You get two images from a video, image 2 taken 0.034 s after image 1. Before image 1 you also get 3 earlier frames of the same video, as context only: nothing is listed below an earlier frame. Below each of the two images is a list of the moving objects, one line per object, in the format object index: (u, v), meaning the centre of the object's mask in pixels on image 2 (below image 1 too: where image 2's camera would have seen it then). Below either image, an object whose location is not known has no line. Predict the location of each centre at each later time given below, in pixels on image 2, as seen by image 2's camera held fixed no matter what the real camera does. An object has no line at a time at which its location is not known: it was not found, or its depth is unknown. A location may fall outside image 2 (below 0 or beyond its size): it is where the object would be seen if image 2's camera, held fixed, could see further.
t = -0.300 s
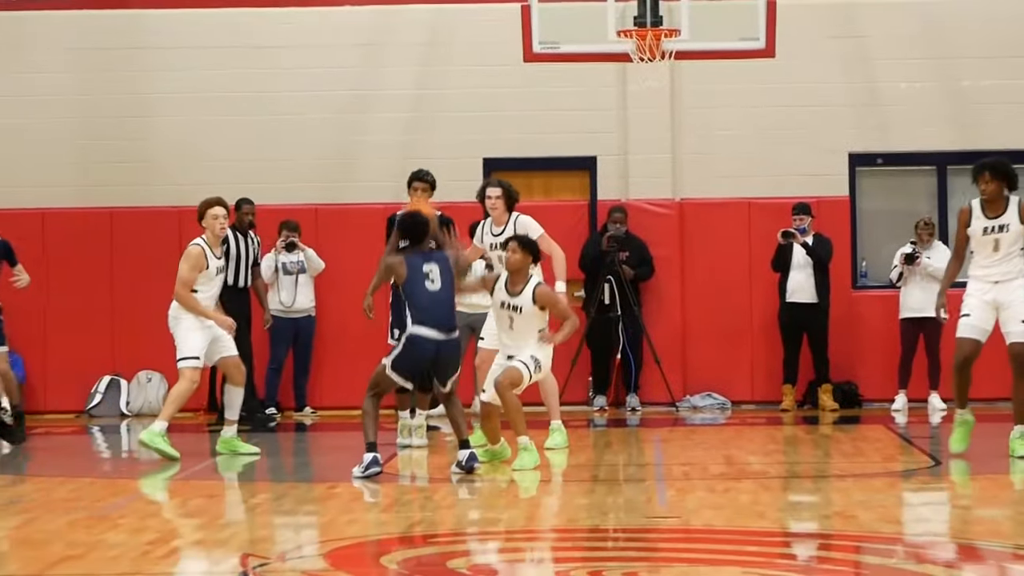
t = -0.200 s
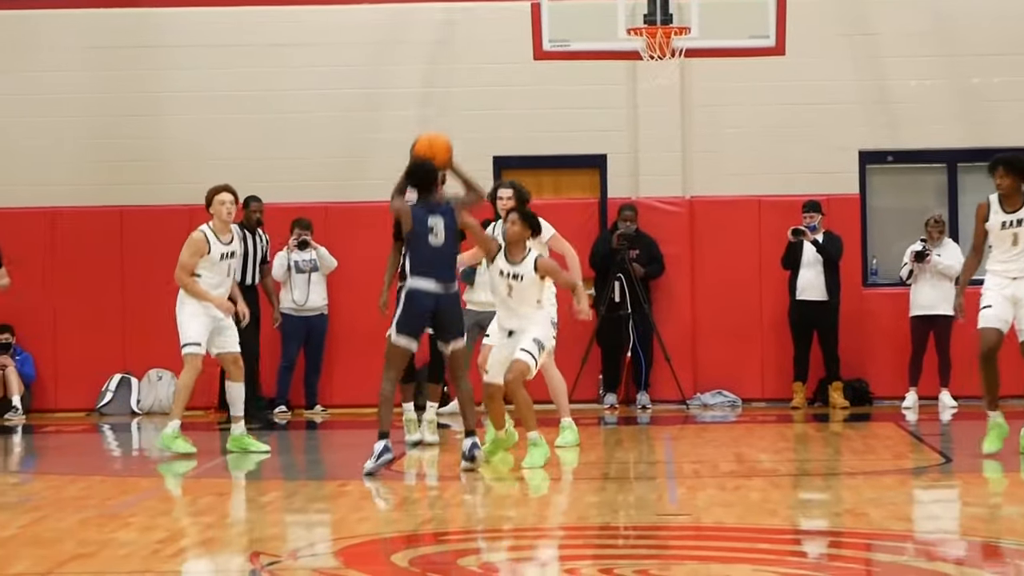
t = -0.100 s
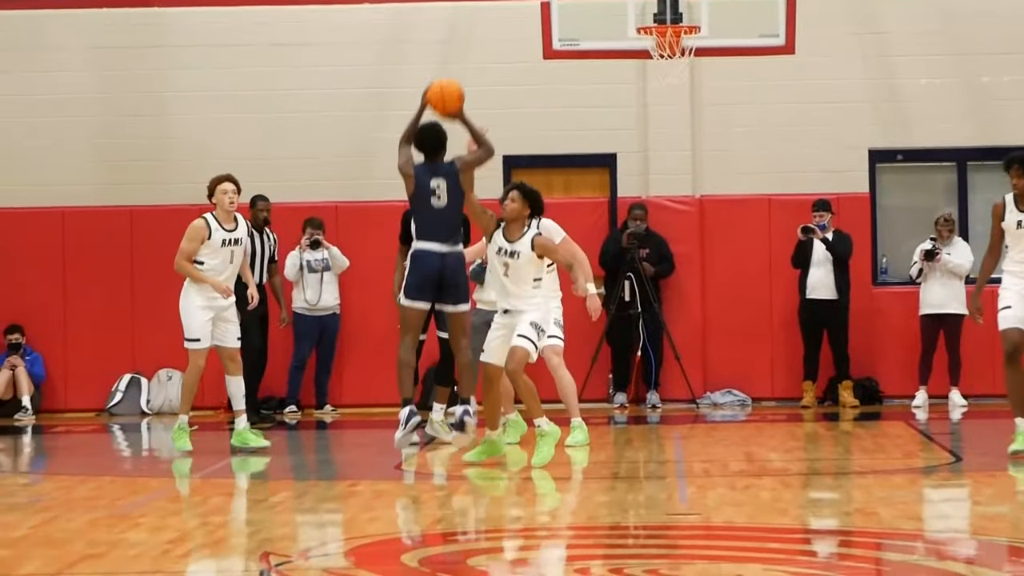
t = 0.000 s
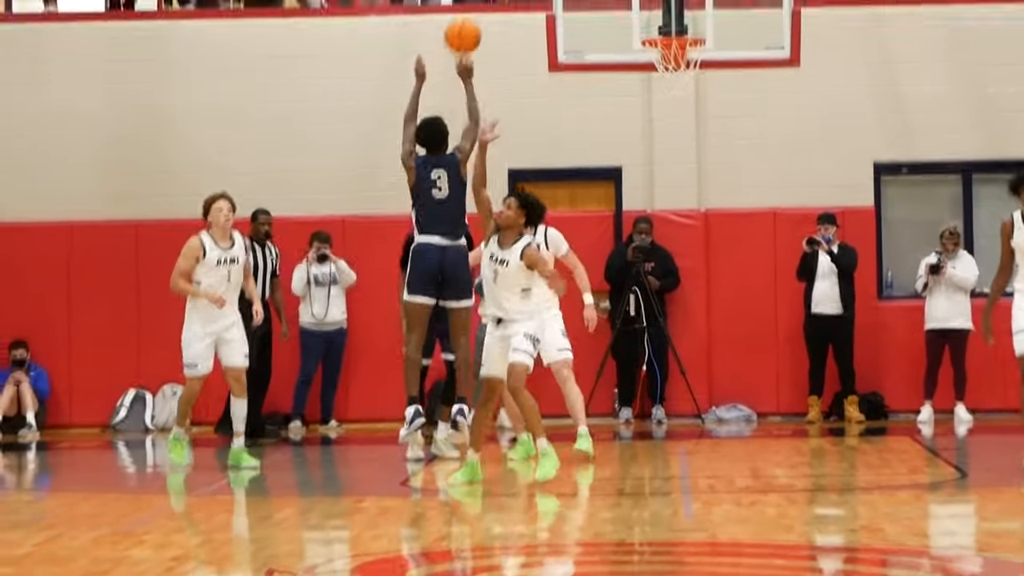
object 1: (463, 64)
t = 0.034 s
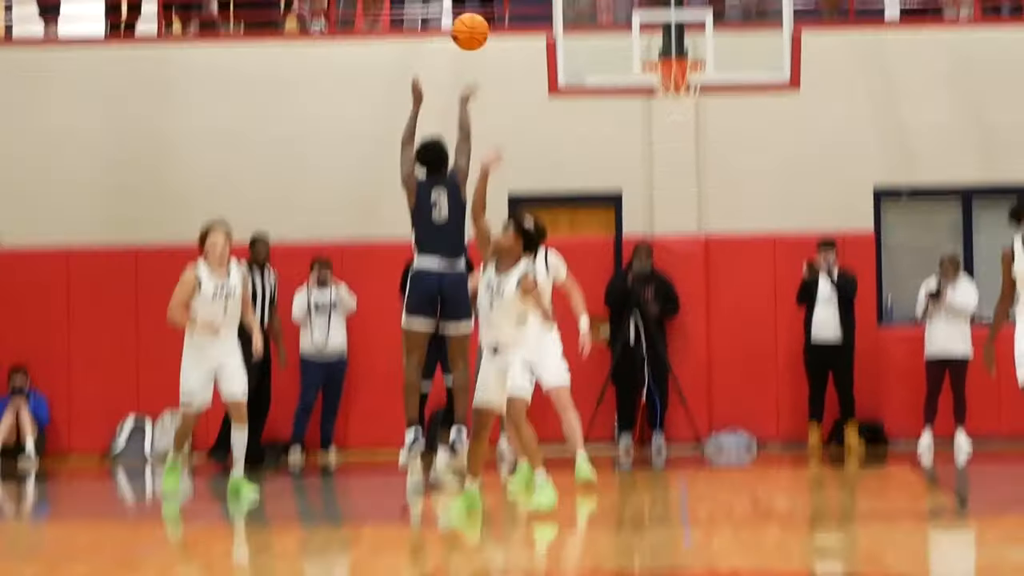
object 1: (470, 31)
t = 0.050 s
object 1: (473, 17)
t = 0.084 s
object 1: (481, -7)
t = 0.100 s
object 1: (484, -19)
